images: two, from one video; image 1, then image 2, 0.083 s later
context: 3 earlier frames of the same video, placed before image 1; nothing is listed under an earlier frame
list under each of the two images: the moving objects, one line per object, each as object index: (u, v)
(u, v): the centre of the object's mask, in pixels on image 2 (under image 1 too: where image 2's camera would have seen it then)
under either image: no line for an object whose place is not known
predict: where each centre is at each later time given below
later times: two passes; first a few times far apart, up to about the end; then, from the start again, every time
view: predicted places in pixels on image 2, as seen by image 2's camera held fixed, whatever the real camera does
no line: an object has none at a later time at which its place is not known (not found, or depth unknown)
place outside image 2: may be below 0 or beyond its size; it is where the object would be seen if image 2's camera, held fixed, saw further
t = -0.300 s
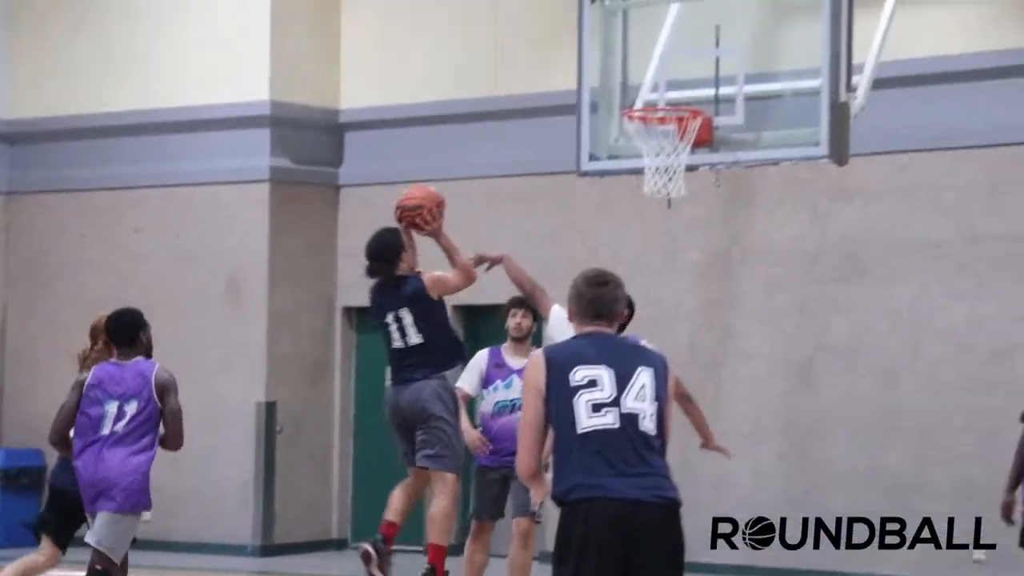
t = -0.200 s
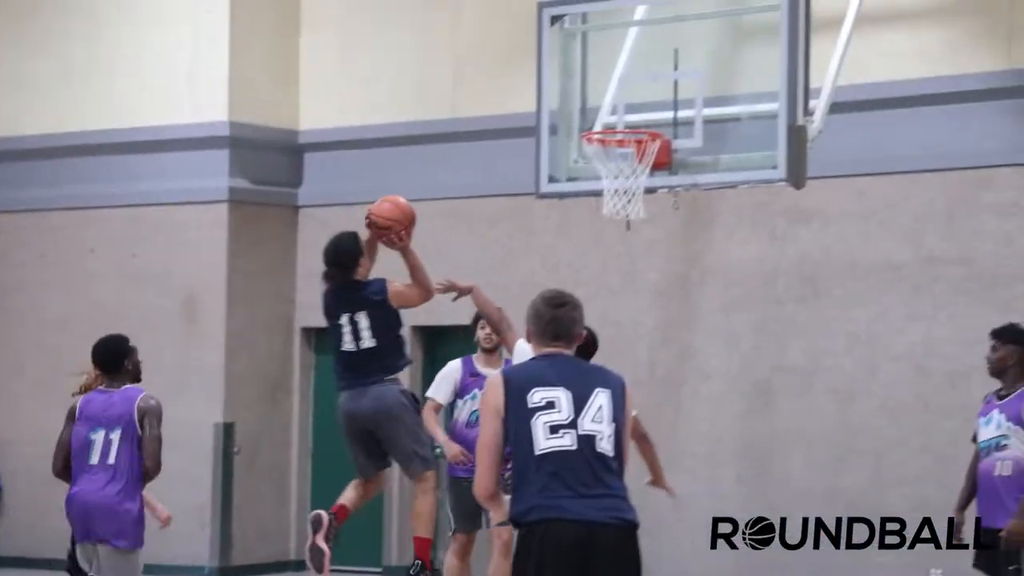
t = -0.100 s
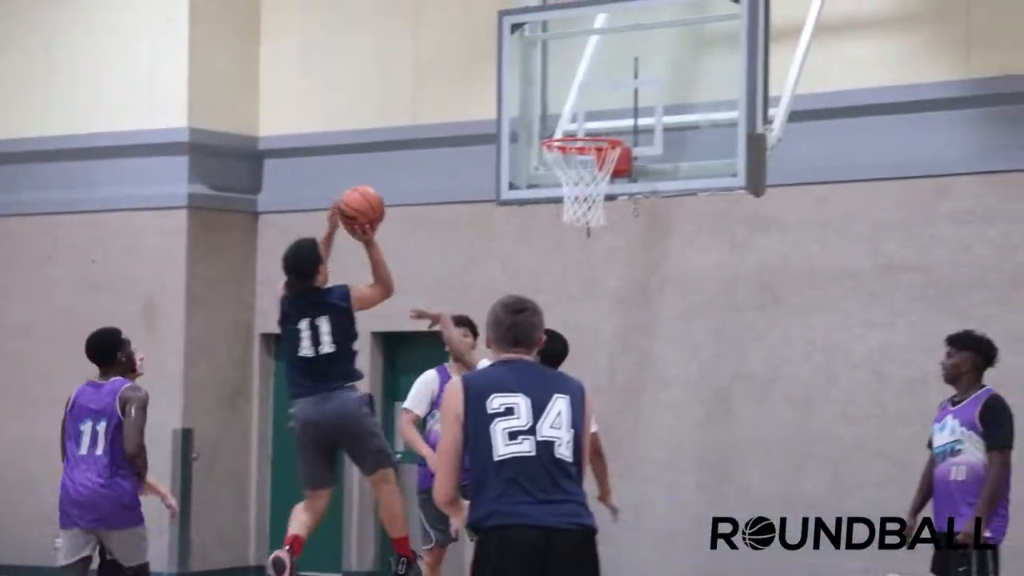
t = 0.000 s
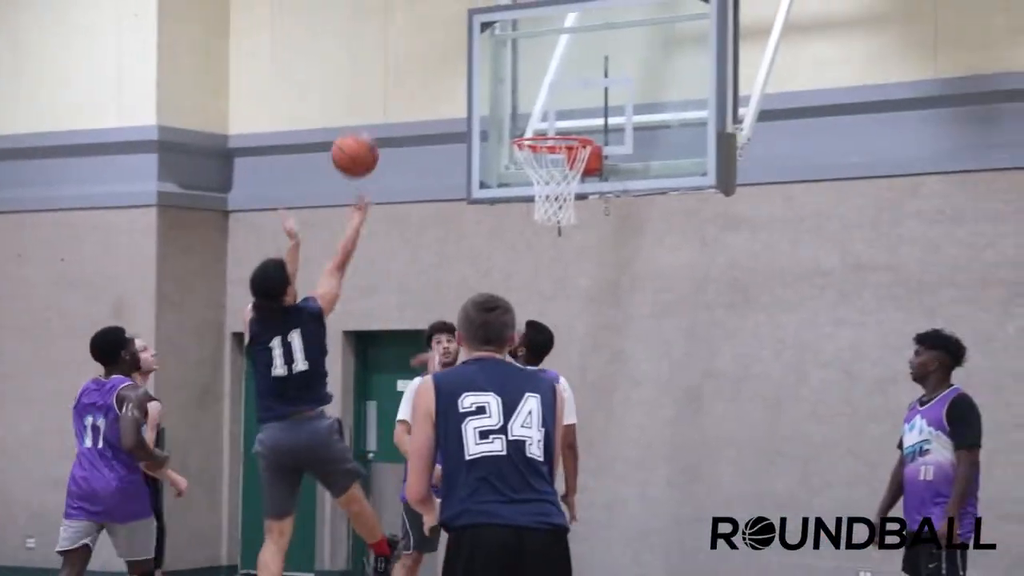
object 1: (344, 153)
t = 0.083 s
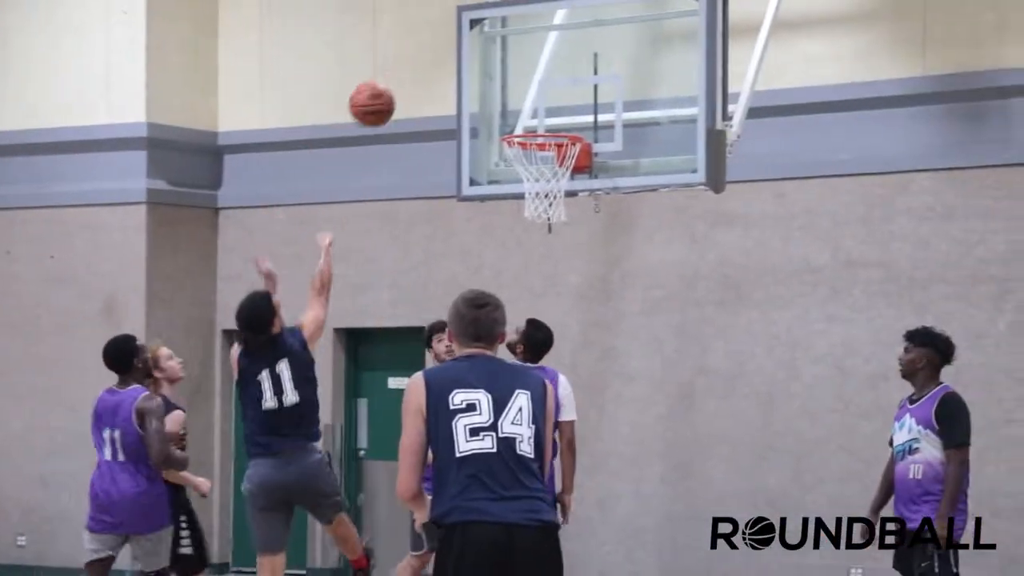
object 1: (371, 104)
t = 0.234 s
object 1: (417, 53)
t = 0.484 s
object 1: (487, 57)
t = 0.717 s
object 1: (540, 116)
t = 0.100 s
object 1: (377, 96)
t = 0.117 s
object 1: (382, 89)
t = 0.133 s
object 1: (387, 82)
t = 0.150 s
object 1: (392, 75)
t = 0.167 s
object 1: (397, 70)
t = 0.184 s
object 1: (402, 65)
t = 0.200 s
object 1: (407, 60)
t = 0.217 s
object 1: (412, 56)
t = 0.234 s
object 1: (417, 53)
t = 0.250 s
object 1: (422, 50)
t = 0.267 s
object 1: (426, 47)
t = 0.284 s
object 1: (431, 45)
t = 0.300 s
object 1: (436, 44)
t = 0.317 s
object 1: (440, 43)
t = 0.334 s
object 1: (445, 42)
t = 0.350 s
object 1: (450, 41)
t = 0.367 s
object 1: (454, 42)
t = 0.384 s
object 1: (459, 42)
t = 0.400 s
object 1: (465, 44)
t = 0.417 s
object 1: (469, 46)
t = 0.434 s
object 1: (473, 48)
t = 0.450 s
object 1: (478, 51)
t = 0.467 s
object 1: (483, 54)
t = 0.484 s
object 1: (487, 57)
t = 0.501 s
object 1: (492, 62)
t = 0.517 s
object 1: (497, 67)
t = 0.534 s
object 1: (501, 72)
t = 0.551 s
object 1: (506, 77)
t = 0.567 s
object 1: (510, 83)
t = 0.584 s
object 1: (514, 89)
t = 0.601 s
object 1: (518, 95)
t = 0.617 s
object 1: (523, 103)
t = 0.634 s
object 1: (527, 111)
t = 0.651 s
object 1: (531, 116)
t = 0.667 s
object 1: (533, 115)
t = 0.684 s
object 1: (536, 116)
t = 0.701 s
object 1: (538, 116)
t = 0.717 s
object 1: (540, 116)
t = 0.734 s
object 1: (543, 117)
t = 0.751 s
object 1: (545, 118)
